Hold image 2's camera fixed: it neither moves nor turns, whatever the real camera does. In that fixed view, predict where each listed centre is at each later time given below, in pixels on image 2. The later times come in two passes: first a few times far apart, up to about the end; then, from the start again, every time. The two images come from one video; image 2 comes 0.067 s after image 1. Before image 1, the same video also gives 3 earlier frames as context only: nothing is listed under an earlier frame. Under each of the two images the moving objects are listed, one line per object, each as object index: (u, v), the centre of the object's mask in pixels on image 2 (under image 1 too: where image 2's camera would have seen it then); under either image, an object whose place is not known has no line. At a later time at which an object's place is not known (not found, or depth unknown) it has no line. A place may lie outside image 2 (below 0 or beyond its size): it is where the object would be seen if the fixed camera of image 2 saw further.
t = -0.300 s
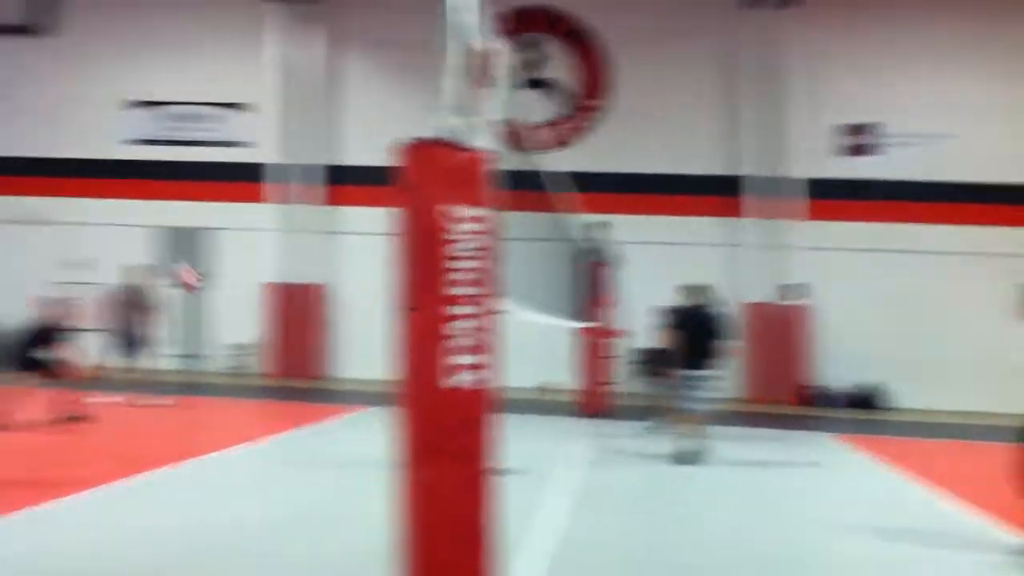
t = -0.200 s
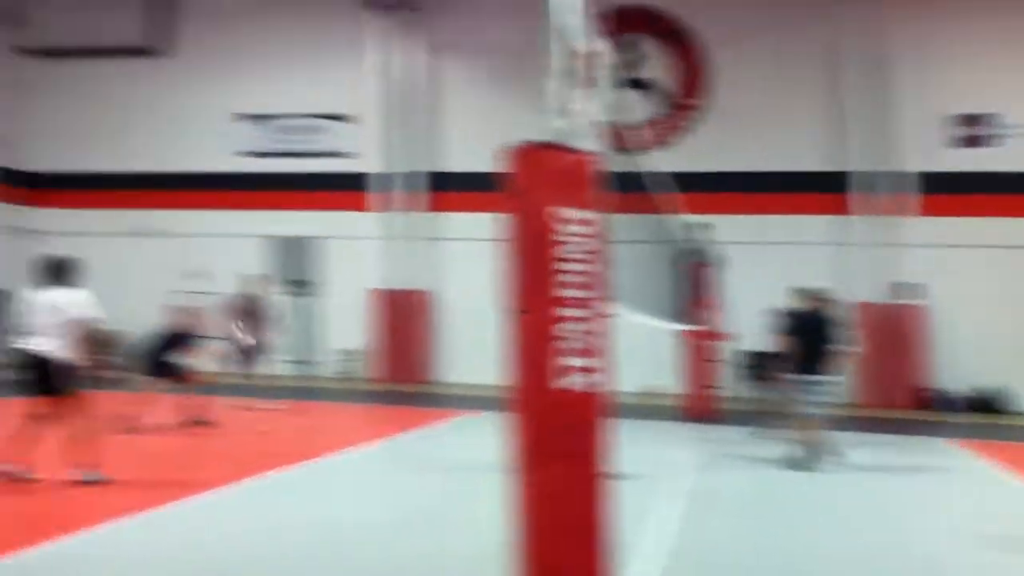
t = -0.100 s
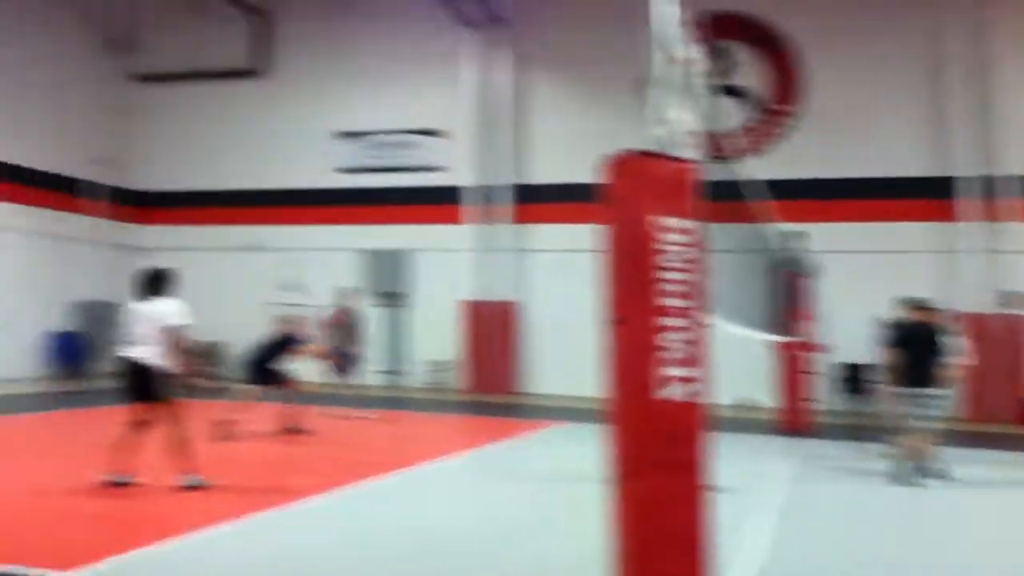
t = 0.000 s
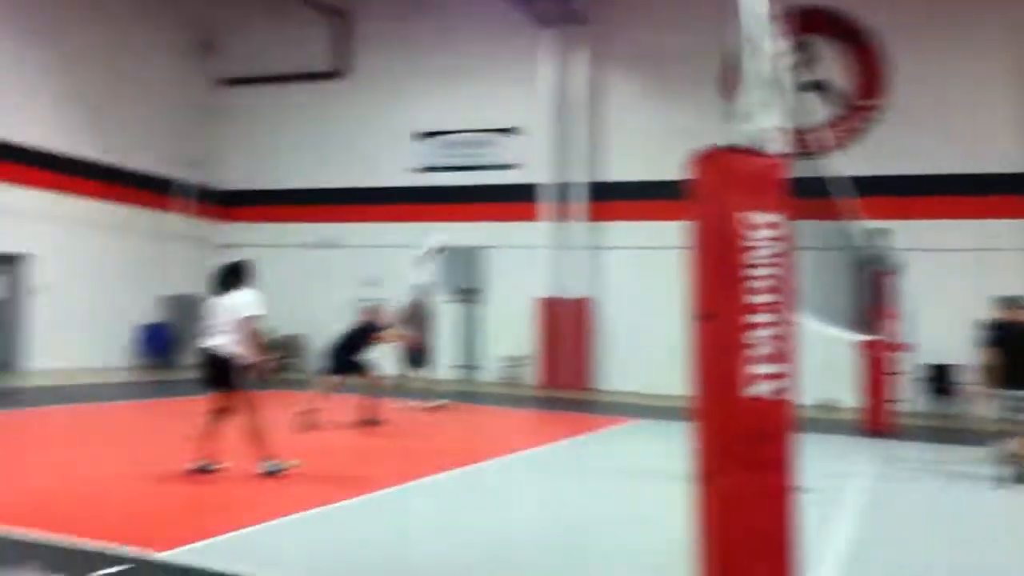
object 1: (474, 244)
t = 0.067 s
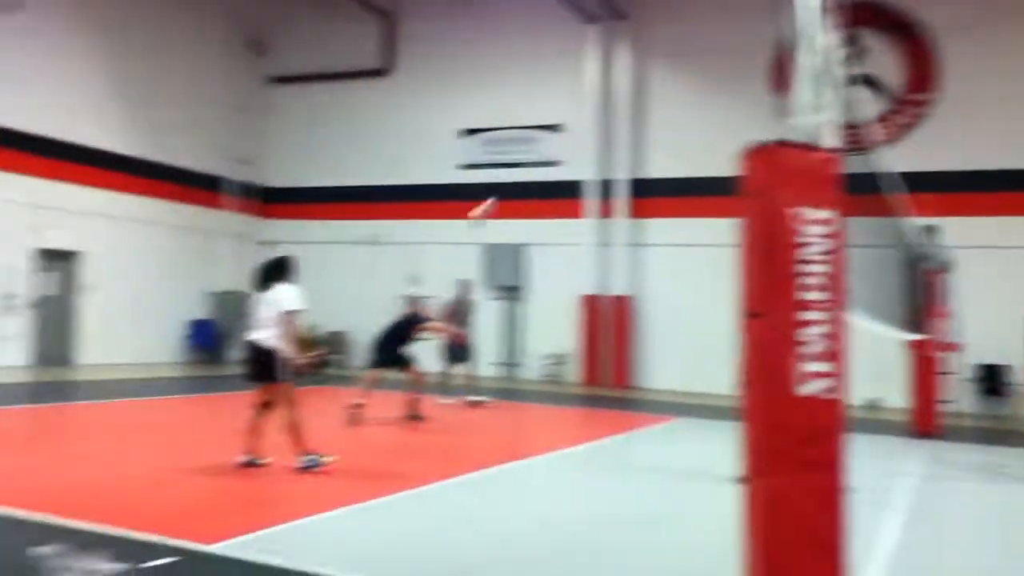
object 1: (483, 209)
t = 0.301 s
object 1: (526, 117)
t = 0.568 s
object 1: (570, 62)
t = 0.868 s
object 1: (618, 78)
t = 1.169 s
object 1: (672, 197)
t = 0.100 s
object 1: (490, 194)
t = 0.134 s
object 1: (493, 187)
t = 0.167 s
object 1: (503, 166)
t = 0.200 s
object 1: (508, 153)
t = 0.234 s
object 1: (514, 138)
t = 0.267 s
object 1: (519, 128)
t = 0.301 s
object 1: (526, 117)
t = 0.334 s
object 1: (531, 107)
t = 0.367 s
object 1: (536, 98)
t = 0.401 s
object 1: (543, 90)
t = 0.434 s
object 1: (548, 82)
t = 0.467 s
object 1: (554, 76)
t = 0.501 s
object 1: (559, 71)
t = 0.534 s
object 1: (565, 66)
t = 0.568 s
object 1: (570, 62)
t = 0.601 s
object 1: (575, 61)
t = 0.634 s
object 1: (583, 59)
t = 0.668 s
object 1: (586, 59)
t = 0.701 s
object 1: (591, 60)
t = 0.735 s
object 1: (596, 61)
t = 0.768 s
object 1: (602, 62)
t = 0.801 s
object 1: (608, 65)
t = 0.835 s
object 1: (612, 73)
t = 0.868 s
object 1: (618, 78)
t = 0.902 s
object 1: (623, 86)
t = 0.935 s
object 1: (629, 97)
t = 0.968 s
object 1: (635, 105)
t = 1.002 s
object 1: (642, 117)
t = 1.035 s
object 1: (647, 128)
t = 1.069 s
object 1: (653, 145)
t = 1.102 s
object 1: (660, 159)
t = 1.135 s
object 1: (667, 183)
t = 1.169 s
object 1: (672, 197)
